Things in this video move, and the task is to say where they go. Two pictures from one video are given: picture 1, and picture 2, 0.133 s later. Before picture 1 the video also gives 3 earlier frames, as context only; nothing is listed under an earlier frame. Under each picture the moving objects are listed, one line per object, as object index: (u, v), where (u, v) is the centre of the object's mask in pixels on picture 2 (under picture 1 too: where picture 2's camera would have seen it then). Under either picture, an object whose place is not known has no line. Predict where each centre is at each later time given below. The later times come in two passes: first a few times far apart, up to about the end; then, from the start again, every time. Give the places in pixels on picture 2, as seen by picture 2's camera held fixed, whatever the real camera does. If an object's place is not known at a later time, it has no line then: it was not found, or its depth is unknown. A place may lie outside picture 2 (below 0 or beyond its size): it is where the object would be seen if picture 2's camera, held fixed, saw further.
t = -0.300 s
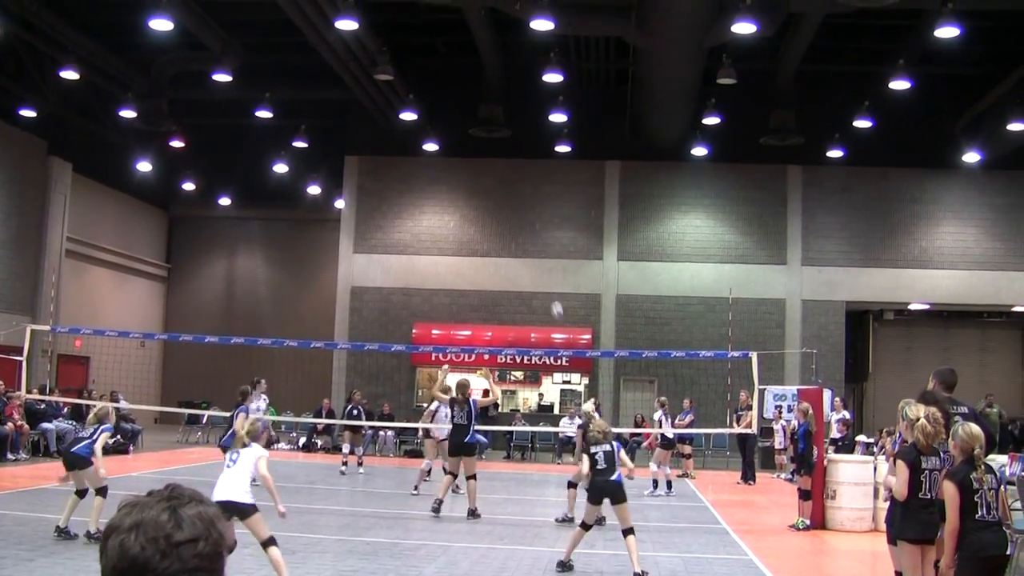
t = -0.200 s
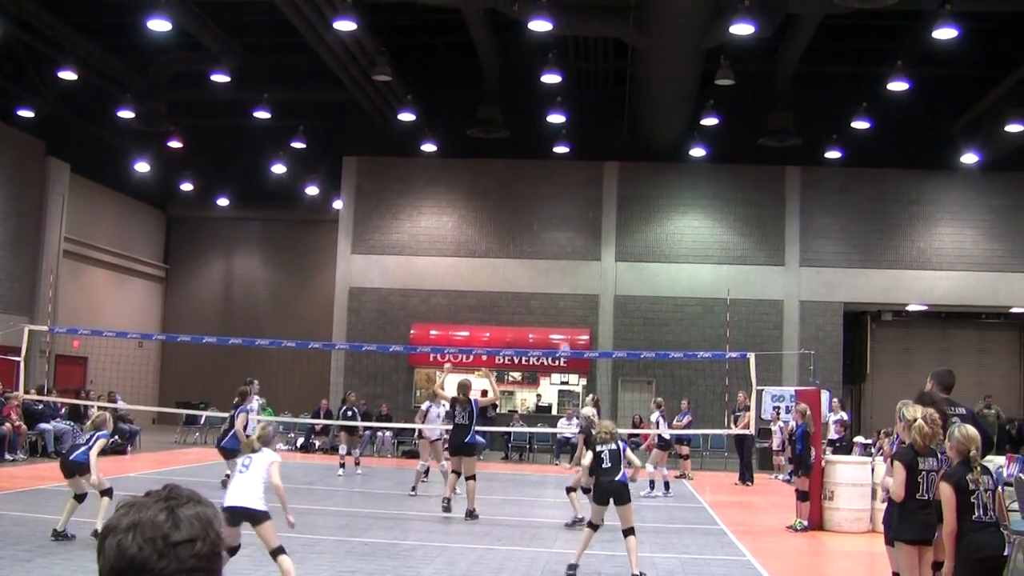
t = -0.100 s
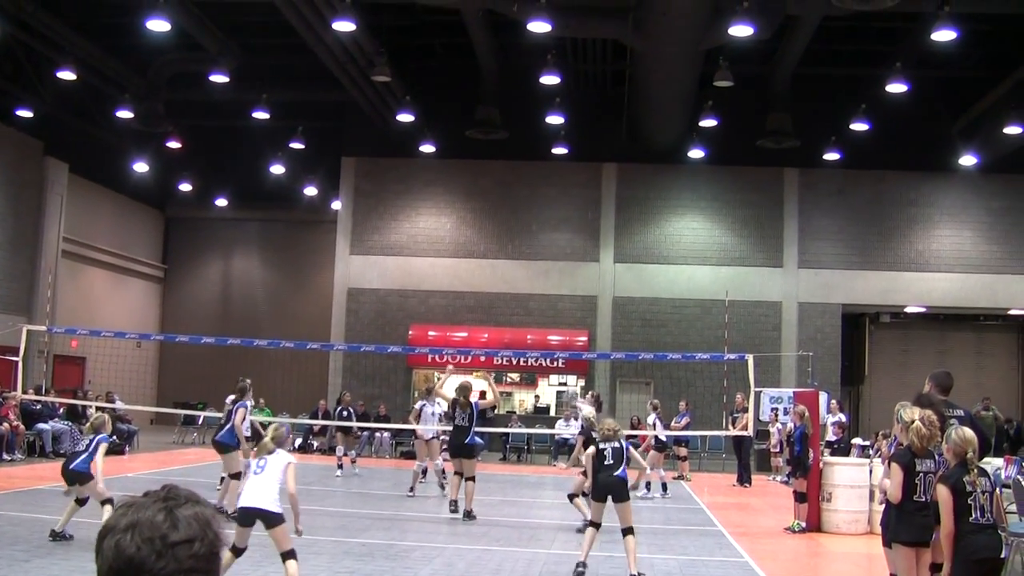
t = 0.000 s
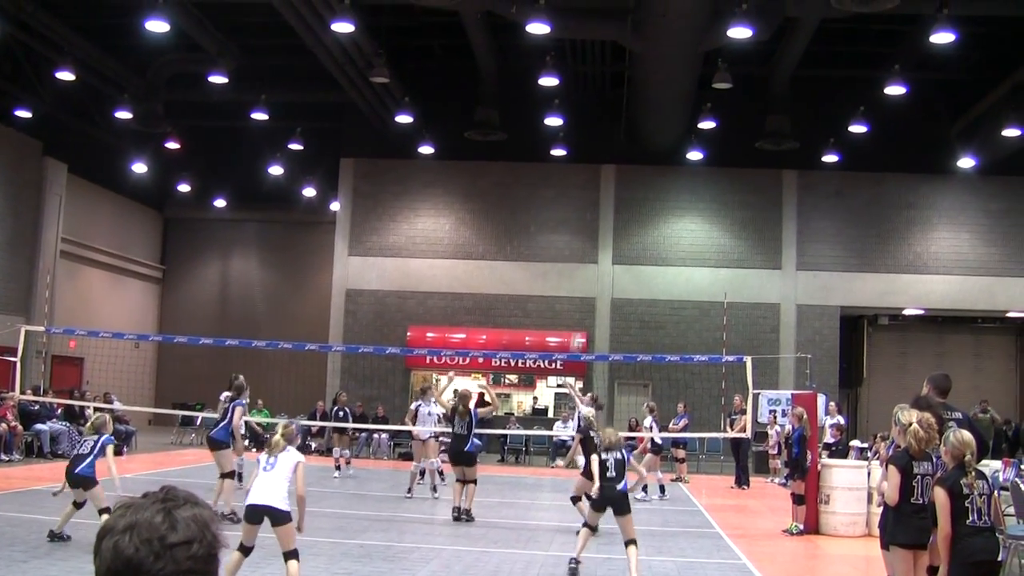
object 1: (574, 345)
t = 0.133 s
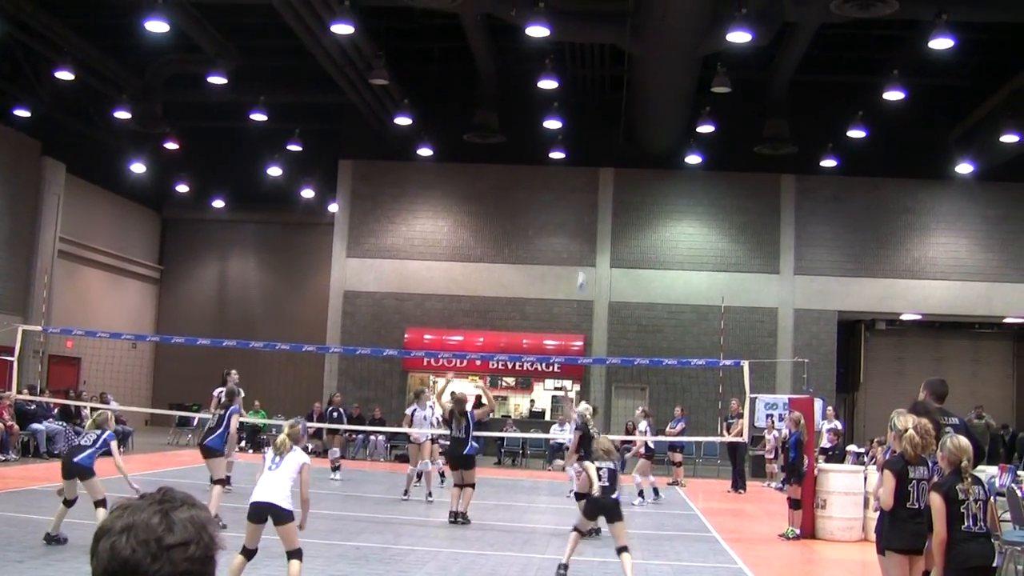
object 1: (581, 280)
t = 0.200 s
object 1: (585, 251)
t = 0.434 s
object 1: (596, 160)
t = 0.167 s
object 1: (583, 265)
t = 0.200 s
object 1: (585, 251)
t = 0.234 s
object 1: (587, 237)
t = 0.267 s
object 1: (588, 223)
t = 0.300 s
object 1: (589, 210)
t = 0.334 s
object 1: (591, 197)
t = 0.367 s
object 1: (593, 185)
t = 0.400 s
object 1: (594, 172)
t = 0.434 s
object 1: (596, 160)
